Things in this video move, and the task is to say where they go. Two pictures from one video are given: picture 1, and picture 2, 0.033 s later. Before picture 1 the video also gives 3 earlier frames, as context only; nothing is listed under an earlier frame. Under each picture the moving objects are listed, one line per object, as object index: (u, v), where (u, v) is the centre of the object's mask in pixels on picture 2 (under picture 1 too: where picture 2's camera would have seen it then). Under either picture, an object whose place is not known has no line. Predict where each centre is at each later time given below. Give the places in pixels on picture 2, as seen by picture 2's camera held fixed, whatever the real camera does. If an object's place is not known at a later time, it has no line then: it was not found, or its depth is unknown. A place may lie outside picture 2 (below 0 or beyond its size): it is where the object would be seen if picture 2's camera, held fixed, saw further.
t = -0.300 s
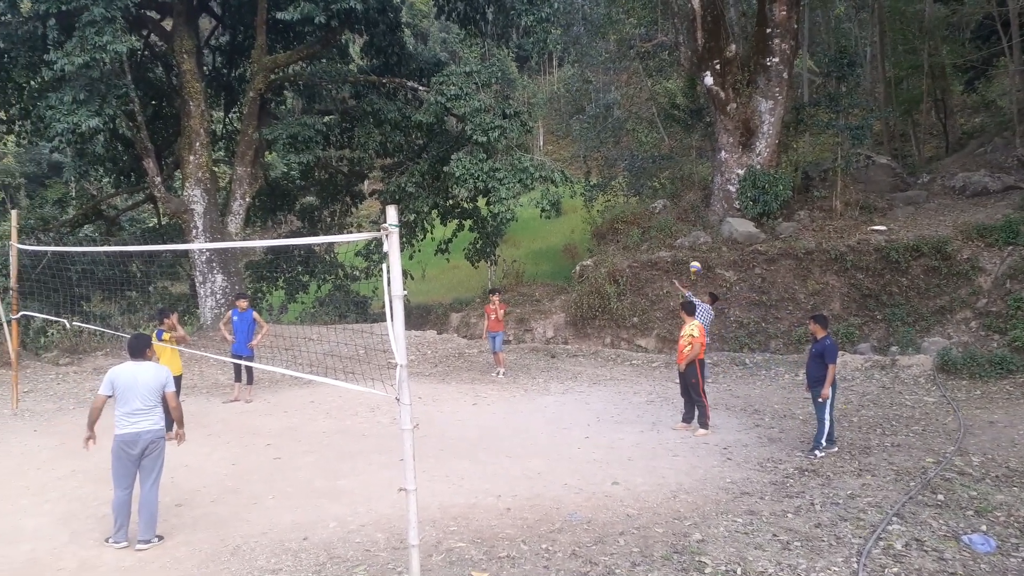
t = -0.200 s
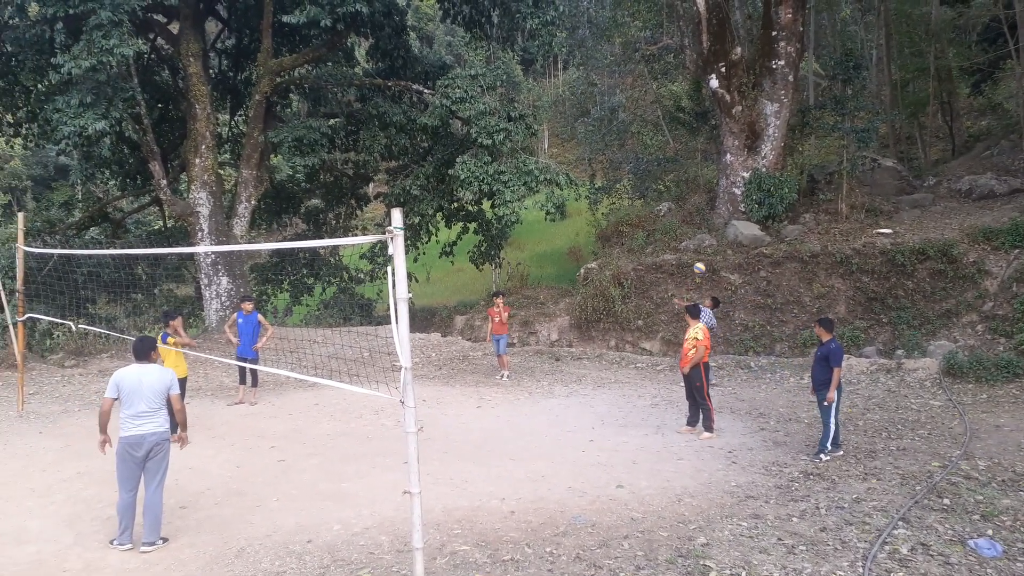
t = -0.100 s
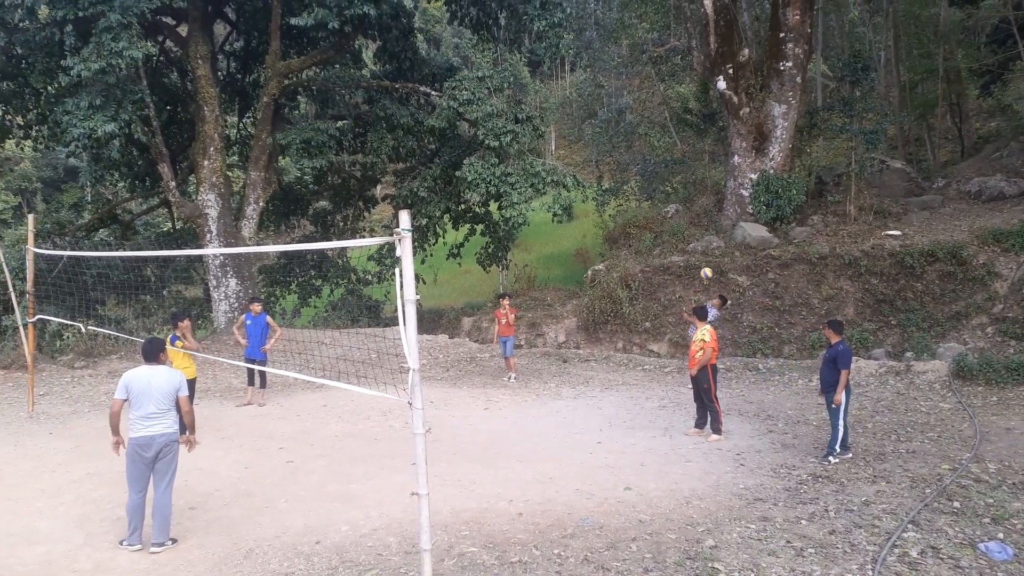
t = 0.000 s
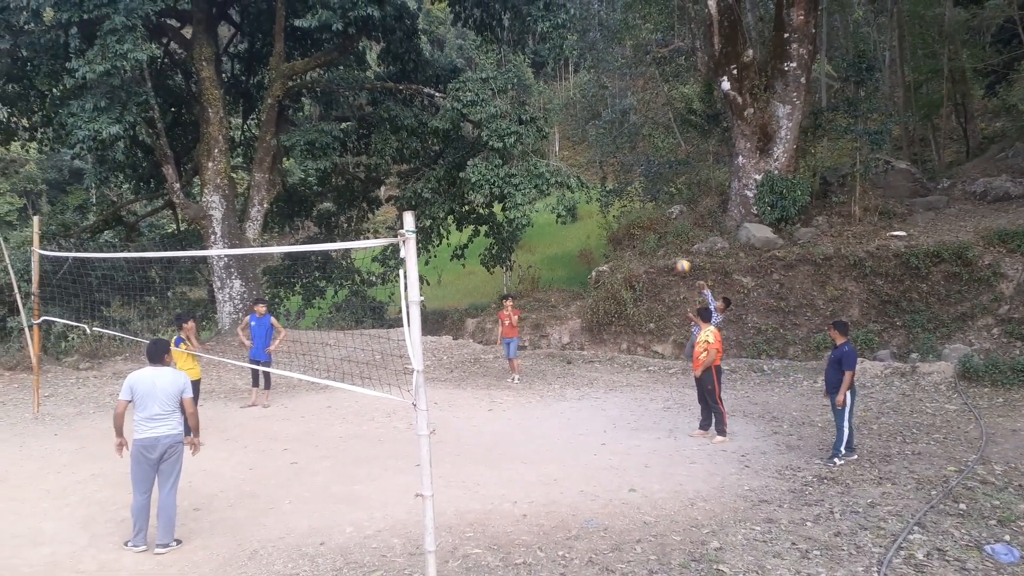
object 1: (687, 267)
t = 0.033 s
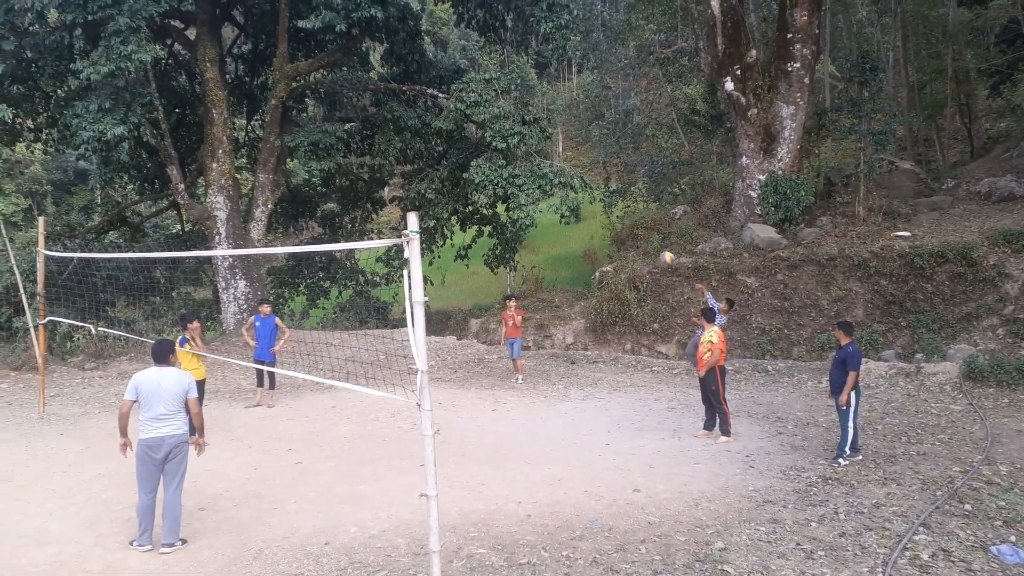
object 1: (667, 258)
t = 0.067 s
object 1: (647, 250)
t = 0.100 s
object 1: (626, 242)
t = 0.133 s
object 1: (605, 235)
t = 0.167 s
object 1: (584, 228)
